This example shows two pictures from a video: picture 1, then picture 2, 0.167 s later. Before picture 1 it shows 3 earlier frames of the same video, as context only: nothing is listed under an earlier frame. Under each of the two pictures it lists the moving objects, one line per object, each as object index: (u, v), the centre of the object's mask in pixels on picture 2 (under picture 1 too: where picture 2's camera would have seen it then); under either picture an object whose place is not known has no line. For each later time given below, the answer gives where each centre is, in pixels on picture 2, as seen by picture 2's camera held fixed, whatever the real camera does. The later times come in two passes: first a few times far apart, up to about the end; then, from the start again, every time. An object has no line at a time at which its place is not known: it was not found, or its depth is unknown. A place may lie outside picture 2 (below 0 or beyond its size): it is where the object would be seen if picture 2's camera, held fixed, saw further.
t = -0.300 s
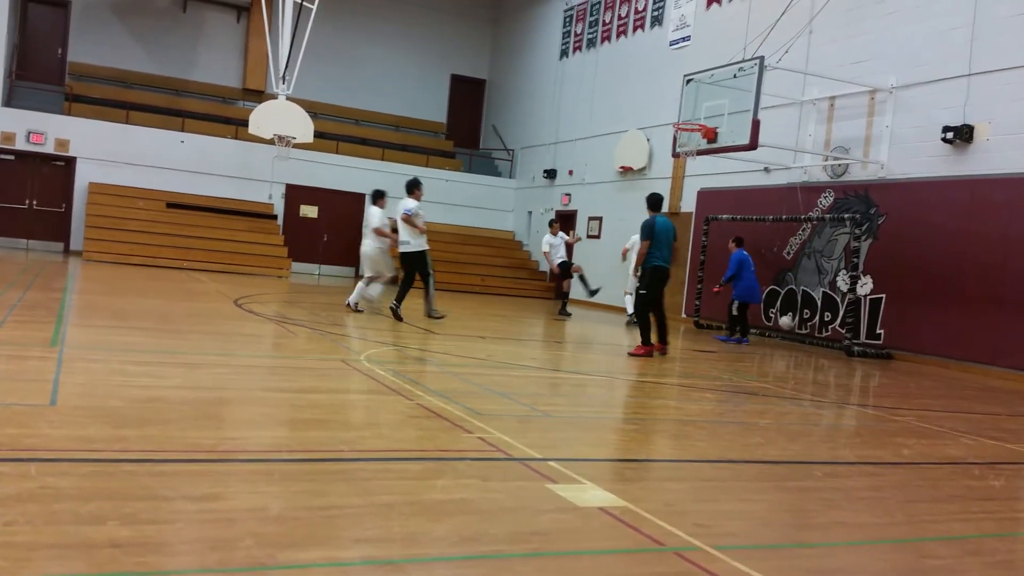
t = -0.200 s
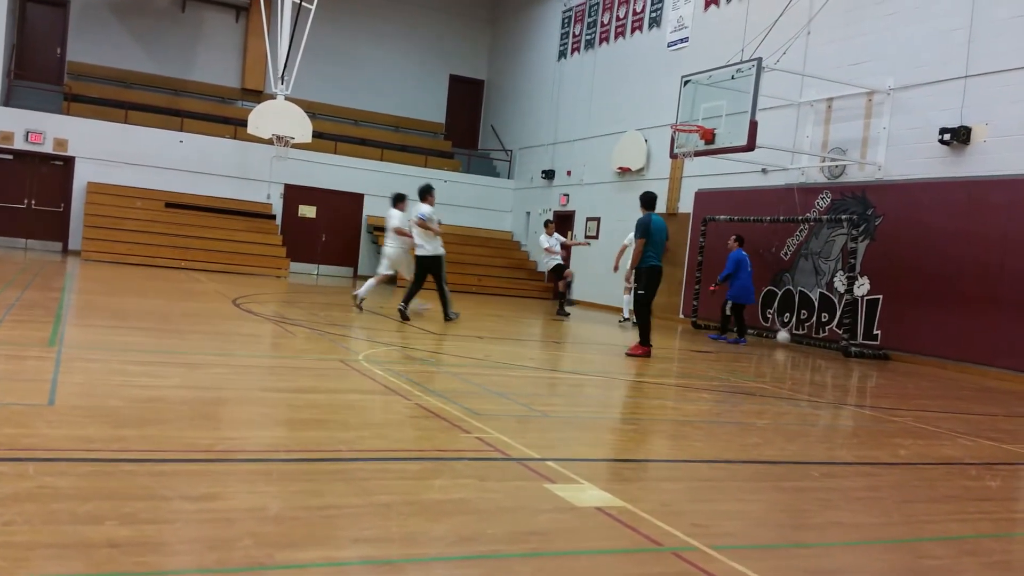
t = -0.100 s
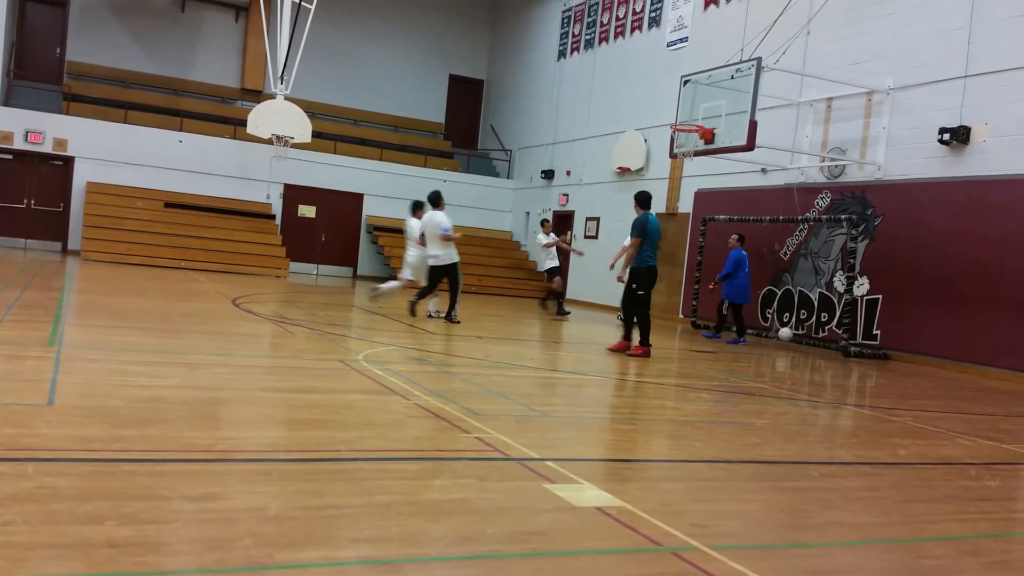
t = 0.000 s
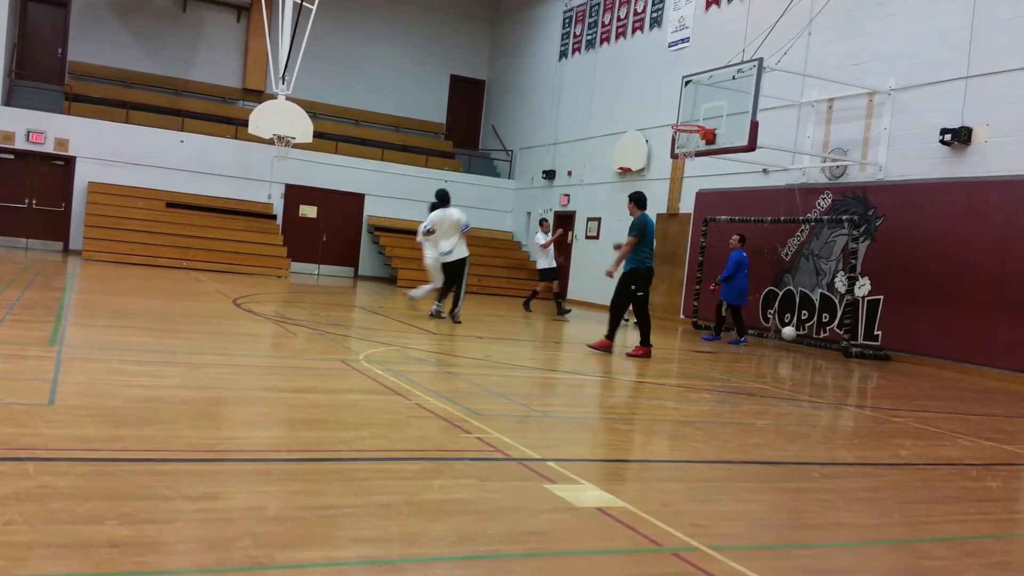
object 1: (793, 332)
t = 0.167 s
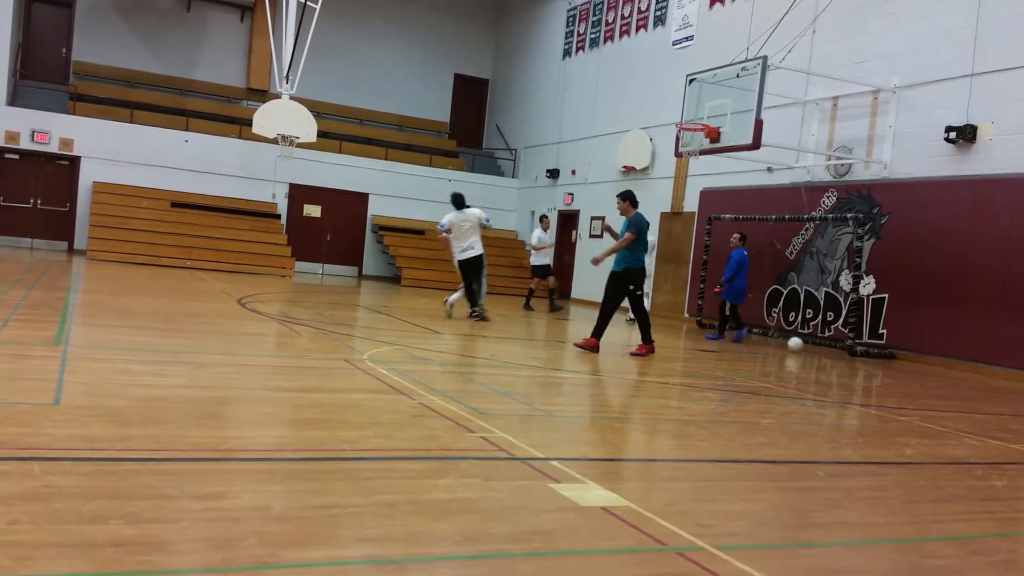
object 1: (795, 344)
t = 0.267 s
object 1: (798, 342)
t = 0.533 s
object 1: (806, 351)
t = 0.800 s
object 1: (814, 356)
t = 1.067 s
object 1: (824, 363)
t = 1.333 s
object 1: (834, 368)
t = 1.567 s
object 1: (844, 376)
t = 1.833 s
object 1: (855, 383)
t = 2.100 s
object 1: (865, 391)
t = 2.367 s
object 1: (877, 397)
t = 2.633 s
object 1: (887, 410)
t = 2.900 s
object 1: (897, 417)
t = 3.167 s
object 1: (912, 430)
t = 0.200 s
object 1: (796, 344)
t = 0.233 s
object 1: (798, 343)
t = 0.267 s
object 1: (798, 342)
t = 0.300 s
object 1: (799, 343)
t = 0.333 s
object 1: (800, 344)
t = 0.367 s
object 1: (801, 346)
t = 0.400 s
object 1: (801, 348)
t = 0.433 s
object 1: (802, 350)
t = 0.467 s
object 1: (804, 350)
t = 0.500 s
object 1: (805, 350)
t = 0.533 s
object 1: (806, 351)
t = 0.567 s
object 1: (807, 353)
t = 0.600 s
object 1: (809, 352)
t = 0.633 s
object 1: (809, 351)
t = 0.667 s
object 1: (810, 351)
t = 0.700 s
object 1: (811, 353)
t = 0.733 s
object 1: (812, 356)
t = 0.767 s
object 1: (813, 355)
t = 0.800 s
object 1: (814, 356)
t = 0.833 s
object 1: (816, 357)
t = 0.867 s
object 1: (817, 358)
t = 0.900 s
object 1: (819, 359)
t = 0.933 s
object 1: (820, 360)
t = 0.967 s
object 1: (821, 361)
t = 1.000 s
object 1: (823, 362)
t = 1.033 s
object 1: (823, 362)
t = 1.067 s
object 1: (824, 363)
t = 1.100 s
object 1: (825, 364)
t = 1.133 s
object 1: (827, 366)
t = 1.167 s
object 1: (828, 366)
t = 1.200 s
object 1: (829, 366)
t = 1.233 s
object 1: (831, 368)
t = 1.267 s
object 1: (832, 368)
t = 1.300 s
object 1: (833, 368)
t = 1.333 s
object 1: (834, 368)
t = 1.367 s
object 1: (835, 371)
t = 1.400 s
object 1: (837, 371)
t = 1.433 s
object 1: (838, 371)
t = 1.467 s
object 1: (839, 372)
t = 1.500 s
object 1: (841, 374)
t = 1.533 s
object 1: (843, 376)
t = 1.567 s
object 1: (844, 376)
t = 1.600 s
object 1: (845, 376)
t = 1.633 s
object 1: (846, 378)
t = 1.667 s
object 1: (847, 380)
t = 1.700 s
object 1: (849, 379)
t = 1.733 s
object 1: (850, 380)
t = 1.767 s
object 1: (851, 380)
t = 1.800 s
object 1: (853, 382)
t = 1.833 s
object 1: (855, 383)
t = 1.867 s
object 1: (856, 383)
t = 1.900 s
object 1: (858, 383)
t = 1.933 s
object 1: (859, 385)
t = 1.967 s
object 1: (861, 389)
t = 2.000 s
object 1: (863, 388)
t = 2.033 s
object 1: (863, 388)
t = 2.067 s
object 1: (864, 388)
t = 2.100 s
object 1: (865, 391)
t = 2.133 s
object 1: (867, 393)
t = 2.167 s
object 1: (868, 392)
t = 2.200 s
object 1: (870, 392)
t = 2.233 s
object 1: (871, 392)
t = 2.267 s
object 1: (873, 396)
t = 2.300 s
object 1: (874, 398)
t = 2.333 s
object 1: (876, 397)
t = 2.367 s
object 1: (877, 397)
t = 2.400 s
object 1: (878, 398)
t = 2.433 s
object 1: (879, 402)
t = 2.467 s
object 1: (881, 404)
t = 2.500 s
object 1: (883, 403)
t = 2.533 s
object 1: (884, 403)
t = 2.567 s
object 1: (885, 403)
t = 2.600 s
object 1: (886, 408)
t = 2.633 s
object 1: (887, 410)
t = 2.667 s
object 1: (888, 409)
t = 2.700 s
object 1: (889, 409)
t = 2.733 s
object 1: (891, 410)
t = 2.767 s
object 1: (892, 414)
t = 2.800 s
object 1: (893, 415)
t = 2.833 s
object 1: (895, 414)
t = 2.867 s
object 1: (896, 416)
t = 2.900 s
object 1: (897, 417)
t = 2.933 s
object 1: (899, 421)
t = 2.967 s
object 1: (901, 422)
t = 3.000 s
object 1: (903, 423)
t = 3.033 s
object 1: (905, 424)
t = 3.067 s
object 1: (907, 427)
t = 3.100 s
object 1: (908, 428)
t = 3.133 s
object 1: (910, 429)
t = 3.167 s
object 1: (912, 430)
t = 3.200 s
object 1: (915, 432)
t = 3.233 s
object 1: (917, 434)
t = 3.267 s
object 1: (919, 435)
